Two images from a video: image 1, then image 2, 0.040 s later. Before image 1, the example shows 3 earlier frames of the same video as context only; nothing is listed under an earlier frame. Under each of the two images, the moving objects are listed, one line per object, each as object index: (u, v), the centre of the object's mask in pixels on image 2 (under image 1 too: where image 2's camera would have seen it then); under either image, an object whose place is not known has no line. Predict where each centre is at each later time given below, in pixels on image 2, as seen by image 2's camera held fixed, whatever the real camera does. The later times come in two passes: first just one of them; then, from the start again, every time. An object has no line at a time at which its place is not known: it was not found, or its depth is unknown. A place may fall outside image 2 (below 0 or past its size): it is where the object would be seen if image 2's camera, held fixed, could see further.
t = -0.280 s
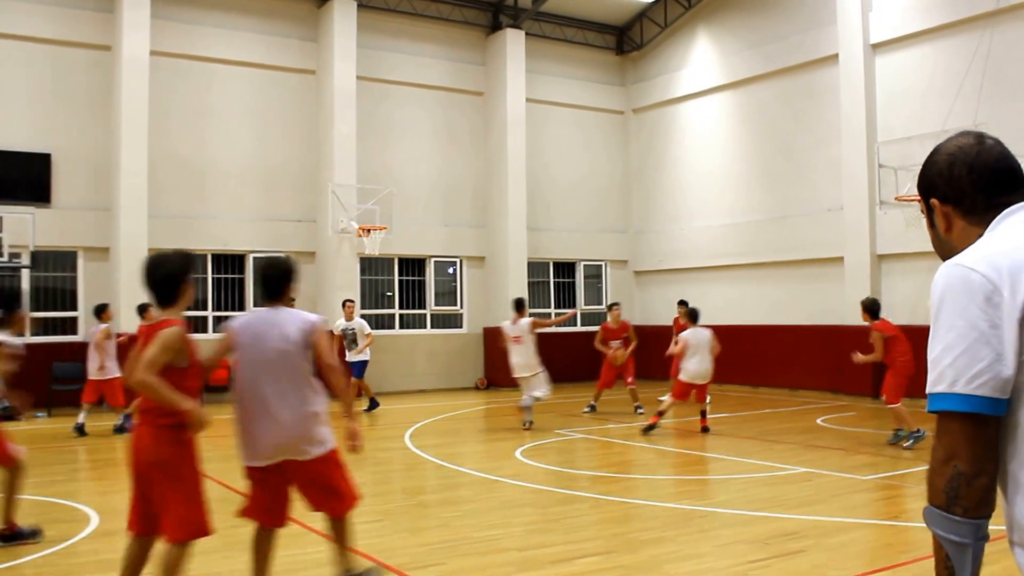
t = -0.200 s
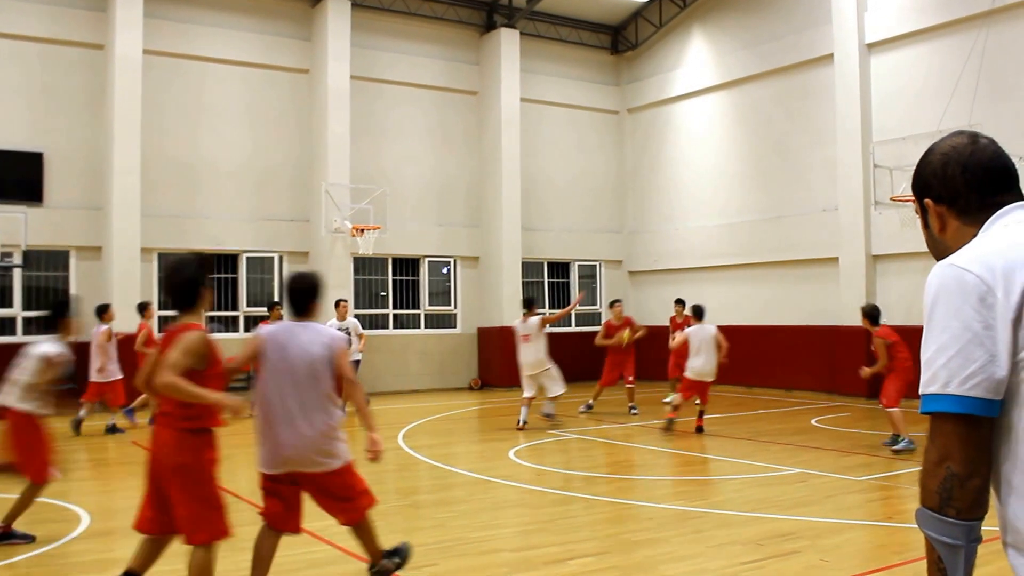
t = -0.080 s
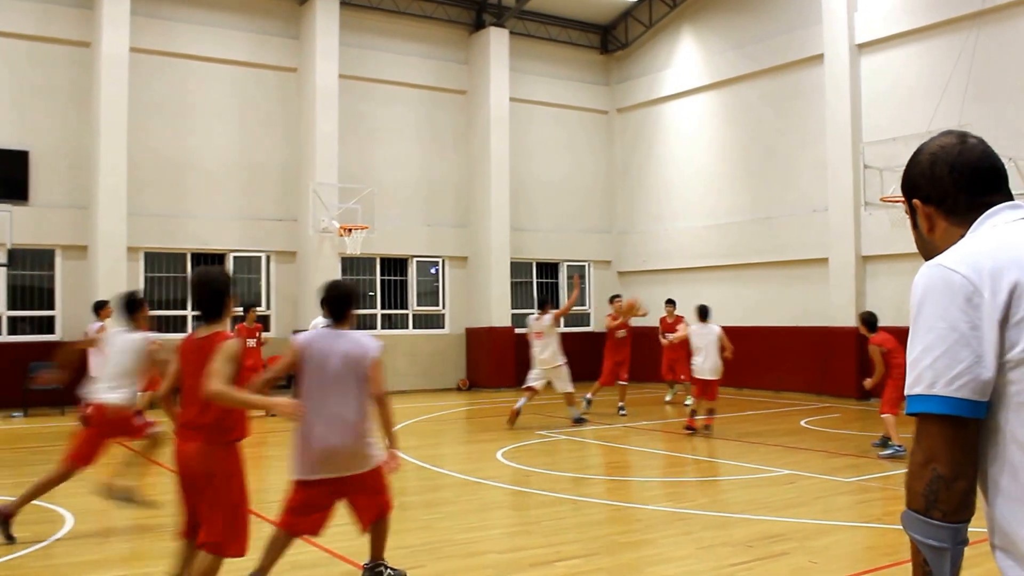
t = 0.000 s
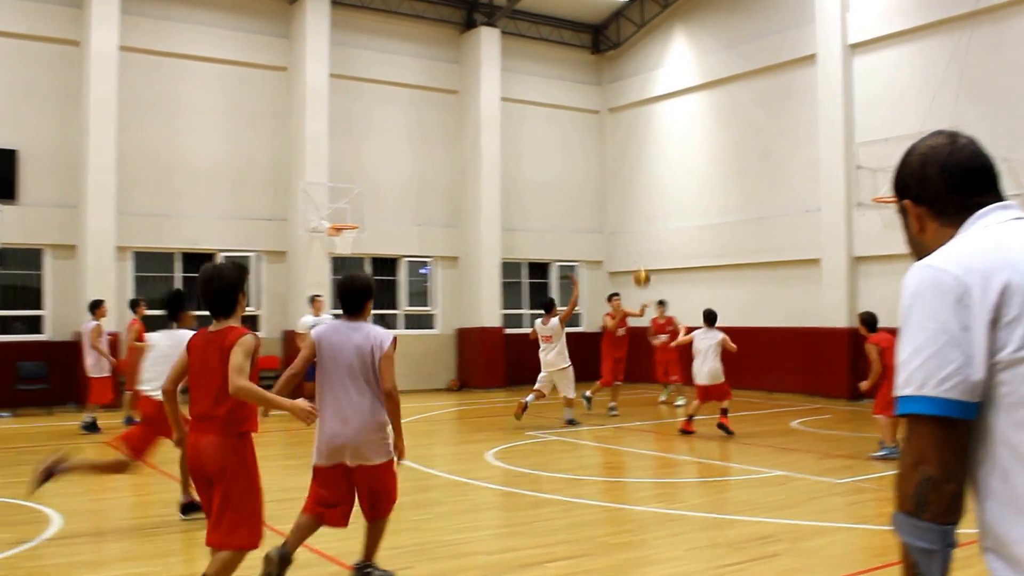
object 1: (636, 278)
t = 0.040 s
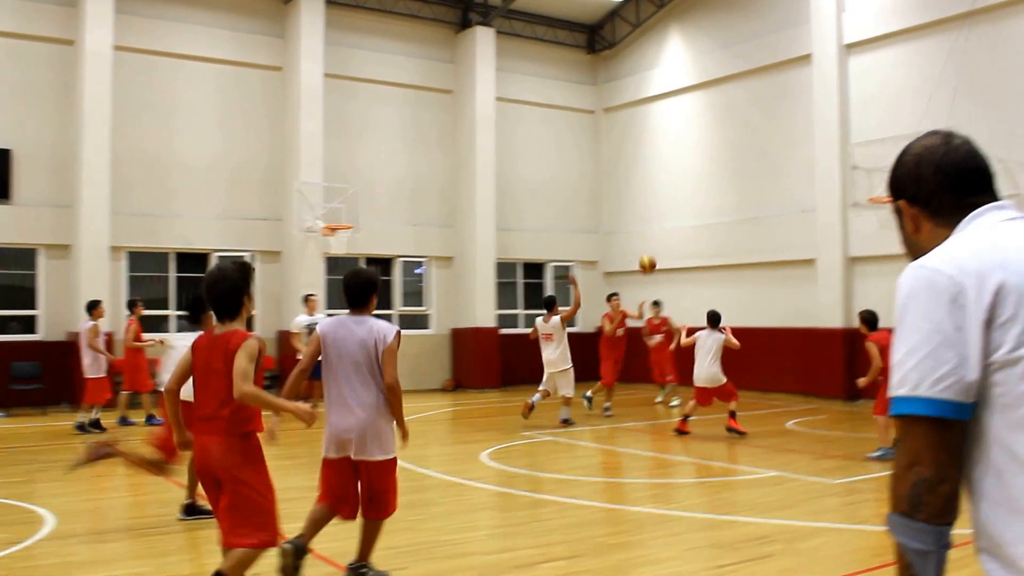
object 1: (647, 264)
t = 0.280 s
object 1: (720, 197)
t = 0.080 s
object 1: (659, 250)
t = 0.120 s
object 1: (670, 238)
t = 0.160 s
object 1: (681, 227)
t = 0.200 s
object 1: (693, 216)
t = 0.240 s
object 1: (706, 206)
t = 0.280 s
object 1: (720, 197)
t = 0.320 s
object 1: (735, 189)
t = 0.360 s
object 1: (750, 182)
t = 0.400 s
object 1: (765, 176)
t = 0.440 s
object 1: (781, 171)
